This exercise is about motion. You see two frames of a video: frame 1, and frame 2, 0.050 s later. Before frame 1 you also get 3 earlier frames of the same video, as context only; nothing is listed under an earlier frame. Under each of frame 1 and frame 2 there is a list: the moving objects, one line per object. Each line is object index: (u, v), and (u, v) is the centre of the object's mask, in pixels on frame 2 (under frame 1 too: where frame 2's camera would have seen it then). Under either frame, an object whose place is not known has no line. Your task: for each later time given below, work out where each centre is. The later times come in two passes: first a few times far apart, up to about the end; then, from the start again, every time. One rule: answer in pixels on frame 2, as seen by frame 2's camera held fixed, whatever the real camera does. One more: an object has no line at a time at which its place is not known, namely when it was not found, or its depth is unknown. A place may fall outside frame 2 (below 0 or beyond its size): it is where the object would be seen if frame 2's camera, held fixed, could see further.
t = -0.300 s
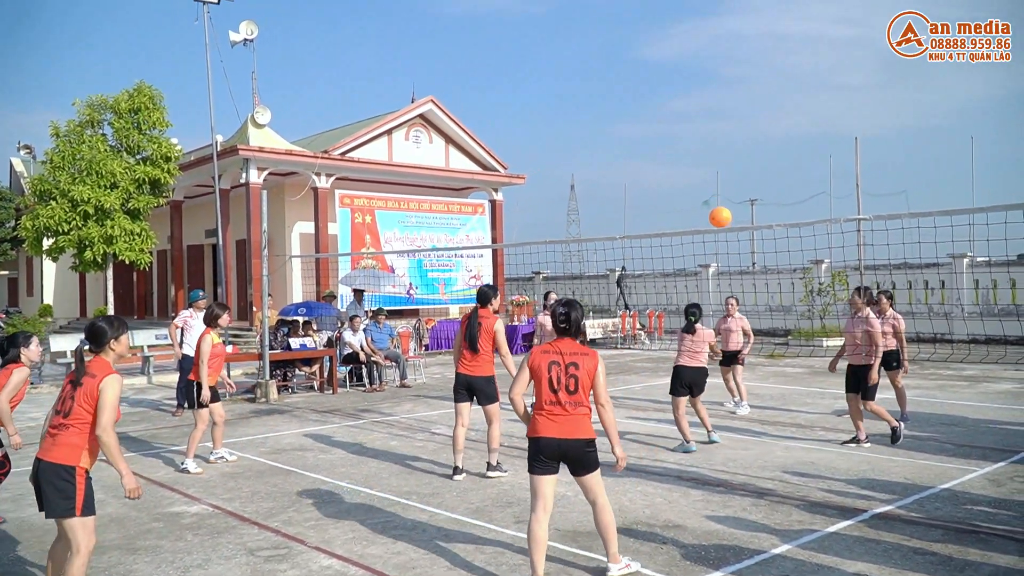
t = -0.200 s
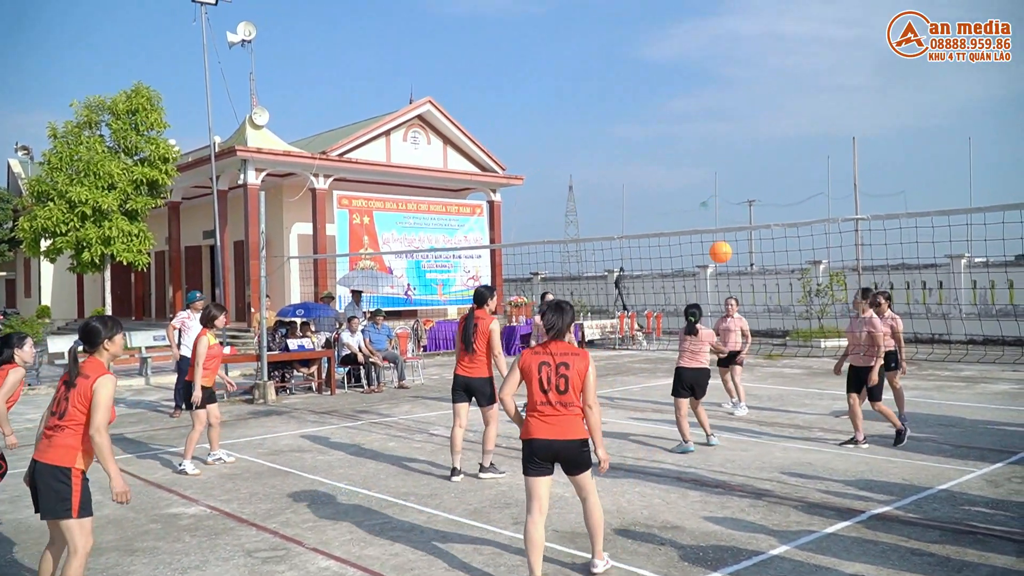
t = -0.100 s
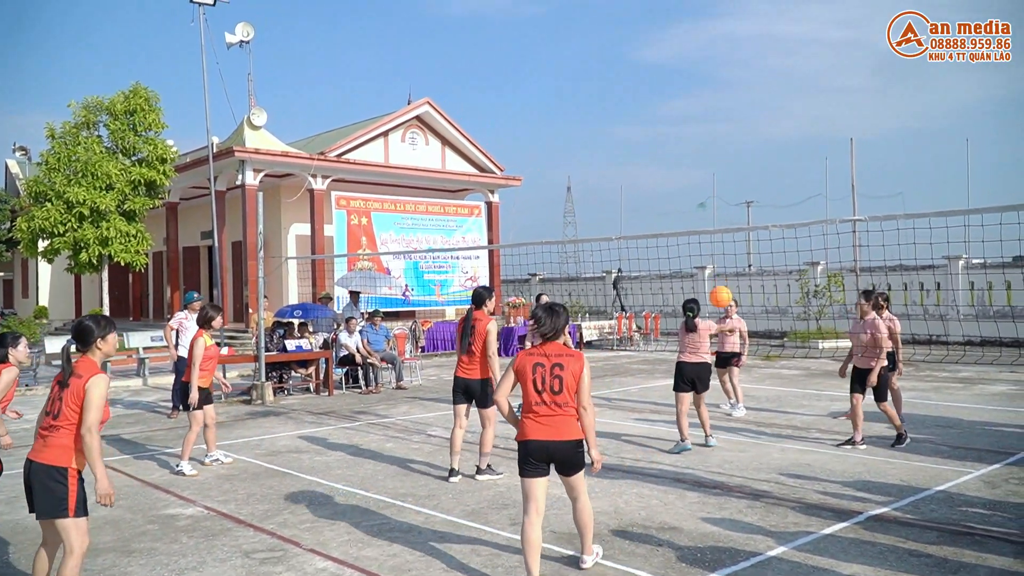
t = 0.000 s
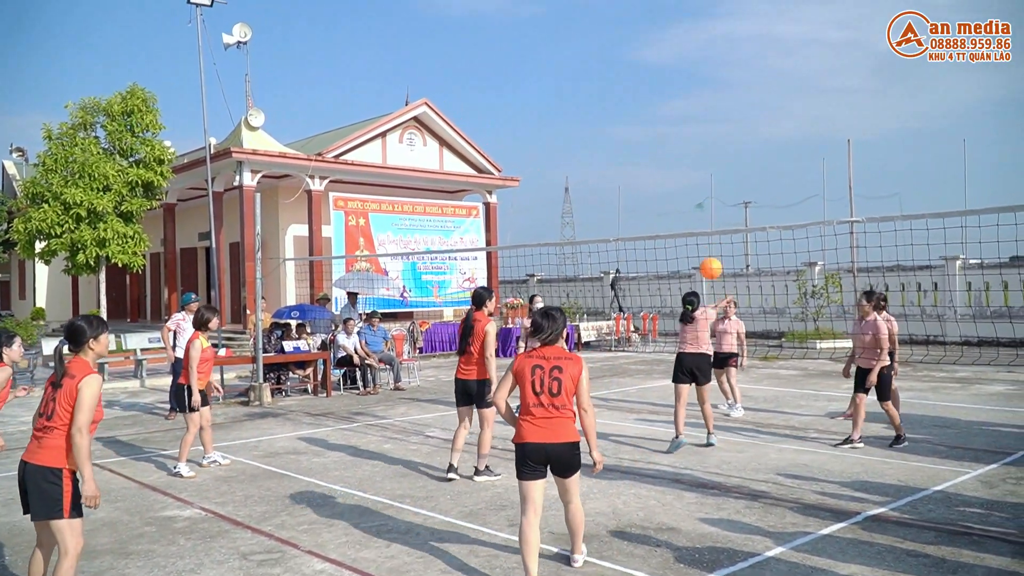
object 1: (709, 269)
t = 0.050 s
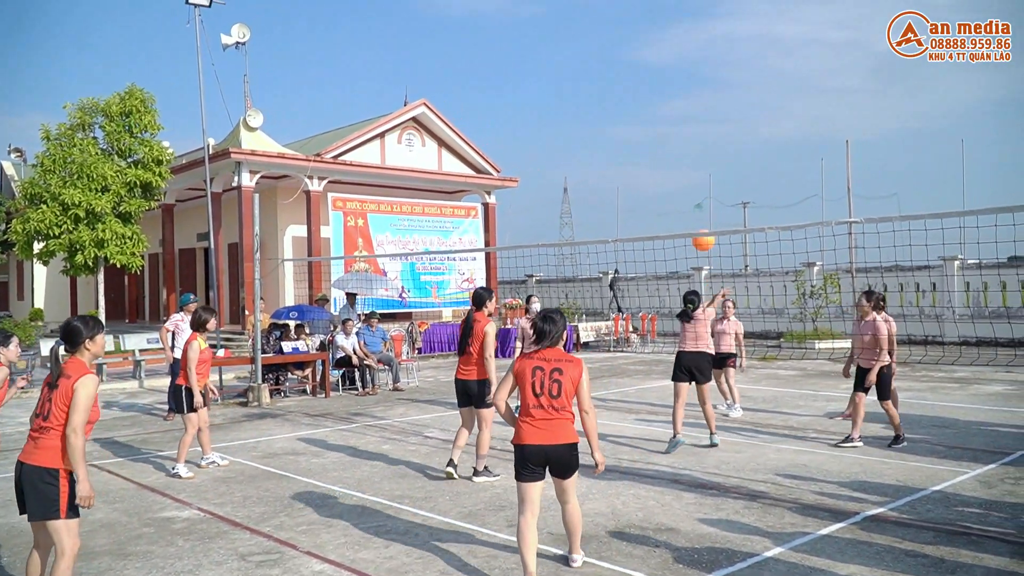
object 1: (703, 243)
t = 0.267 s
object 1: (678, 148)
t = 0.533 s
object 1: (652, 101)
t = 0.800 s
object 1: (628, 120)
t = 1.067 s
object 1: (608, 197)
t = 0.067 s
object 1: (701, 230)
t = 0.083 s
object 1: (699, 222)
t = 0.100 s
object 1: (697, 215)
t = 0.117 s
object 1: (695, 207)
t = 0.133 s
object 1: (693, 199)
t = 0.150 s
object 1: (691, 192)
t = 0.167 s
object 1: (690, 185)
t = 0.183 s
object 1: (688, 178)
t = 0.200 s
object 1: (686, 172)
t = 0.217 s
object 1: (684, 165)
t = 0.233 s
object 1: (682, 159)
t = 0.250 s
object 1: (680, 154)
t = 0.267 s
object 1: (678, 148)
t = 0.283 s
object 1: (677, 143)
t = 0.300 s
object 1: (675, 139)
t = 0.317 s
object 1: (673, 134)
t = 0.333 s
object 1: (671, 130)
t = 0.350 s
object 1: (670, 126)
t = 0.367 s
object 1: (668, 122)
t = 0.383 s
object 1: (666, 119)
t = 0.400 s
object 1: (665, 116)
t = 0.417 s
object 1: (663, 113)
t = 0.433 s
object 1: (661, 110)
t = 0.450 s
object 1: (660, 108)
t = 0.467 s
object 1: (658, 106)
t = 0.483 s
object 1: (657, 105)
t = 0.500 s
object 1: (655, 103)
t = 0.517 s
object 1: (653, 102)
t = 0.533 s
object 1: (652, 101)
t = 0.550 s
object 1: (650, 100)
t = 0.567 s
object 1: (649, 100)
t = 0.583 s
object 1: (647, 100)
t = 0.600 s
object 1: (645, 100)
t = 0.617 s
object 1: (644, 100)
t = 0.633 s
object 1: (642, 101)
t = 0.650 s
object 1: (641, 102)
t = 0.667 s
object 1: (639, 103)
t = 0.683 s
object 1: (638, 104)
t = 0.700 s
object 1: (636, 105)
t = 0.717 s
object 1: (635, 107)
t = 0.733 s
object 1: (633, 109)
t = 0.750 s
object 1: (632, 112)
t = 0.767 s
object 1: (630, 114)
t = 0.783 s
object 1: (629, 117)
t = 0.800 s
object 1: (628, 120)
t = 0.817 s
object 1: (626, 123)
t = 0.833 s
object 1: (625, 126)
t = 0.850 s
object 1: (624, 130)
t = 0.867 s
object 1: (622, 134)
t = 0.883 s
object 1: (621, 138)
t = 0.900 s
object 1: (620, 142)
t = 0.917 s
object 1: (618, 147)
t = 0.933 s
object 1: (617, 151)
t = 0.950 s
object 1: (616, 156)
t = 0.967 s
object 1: (615, 162)
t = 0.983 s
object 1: (614, 167)
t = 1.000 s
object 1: (612, 173)
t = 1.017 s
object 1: (611, 178)
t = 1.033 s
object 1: (610, 184)
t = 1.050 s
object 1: (609, 191)
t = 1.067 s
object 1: (608, 197)
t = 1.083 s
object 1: (606, 203)
